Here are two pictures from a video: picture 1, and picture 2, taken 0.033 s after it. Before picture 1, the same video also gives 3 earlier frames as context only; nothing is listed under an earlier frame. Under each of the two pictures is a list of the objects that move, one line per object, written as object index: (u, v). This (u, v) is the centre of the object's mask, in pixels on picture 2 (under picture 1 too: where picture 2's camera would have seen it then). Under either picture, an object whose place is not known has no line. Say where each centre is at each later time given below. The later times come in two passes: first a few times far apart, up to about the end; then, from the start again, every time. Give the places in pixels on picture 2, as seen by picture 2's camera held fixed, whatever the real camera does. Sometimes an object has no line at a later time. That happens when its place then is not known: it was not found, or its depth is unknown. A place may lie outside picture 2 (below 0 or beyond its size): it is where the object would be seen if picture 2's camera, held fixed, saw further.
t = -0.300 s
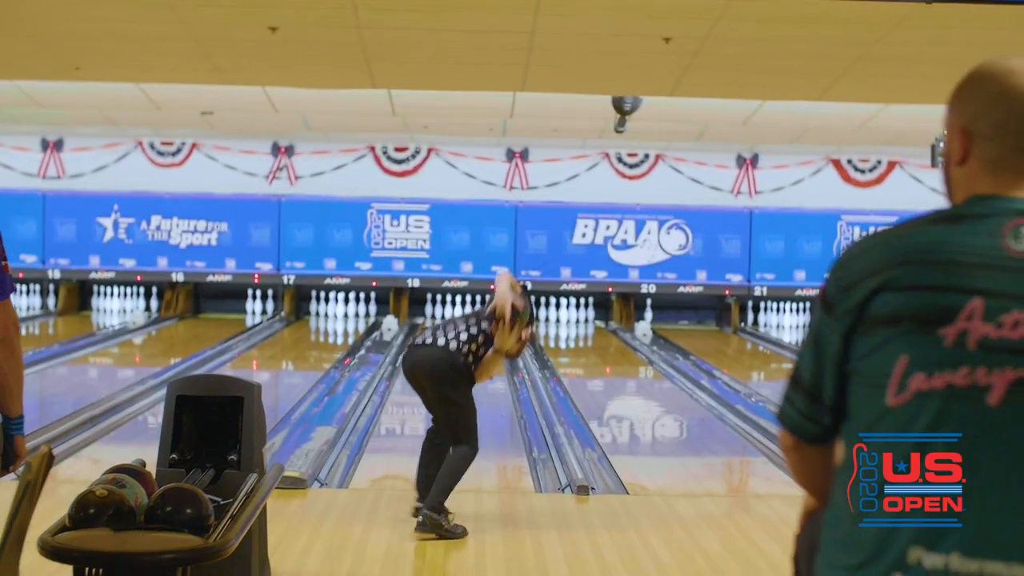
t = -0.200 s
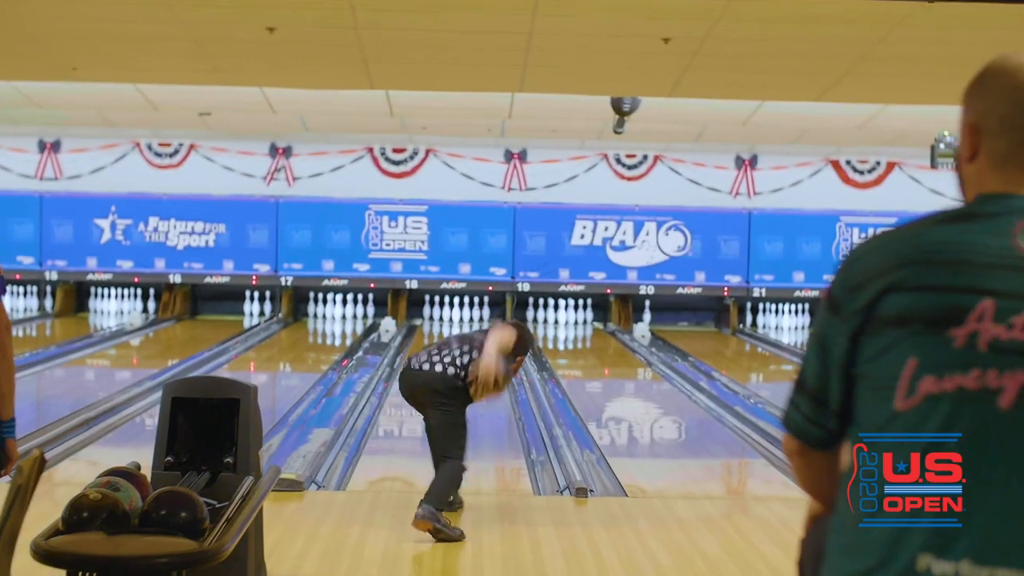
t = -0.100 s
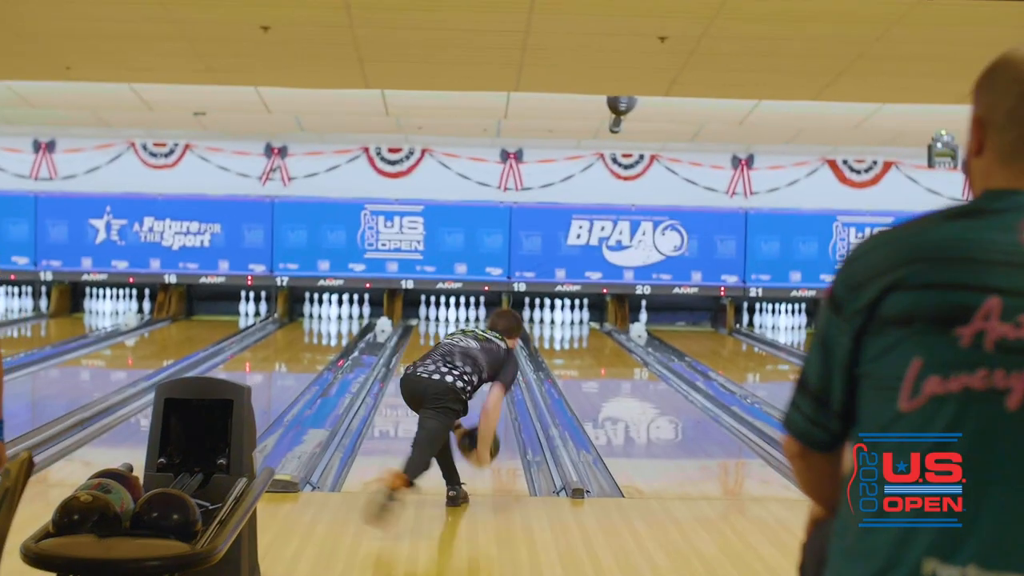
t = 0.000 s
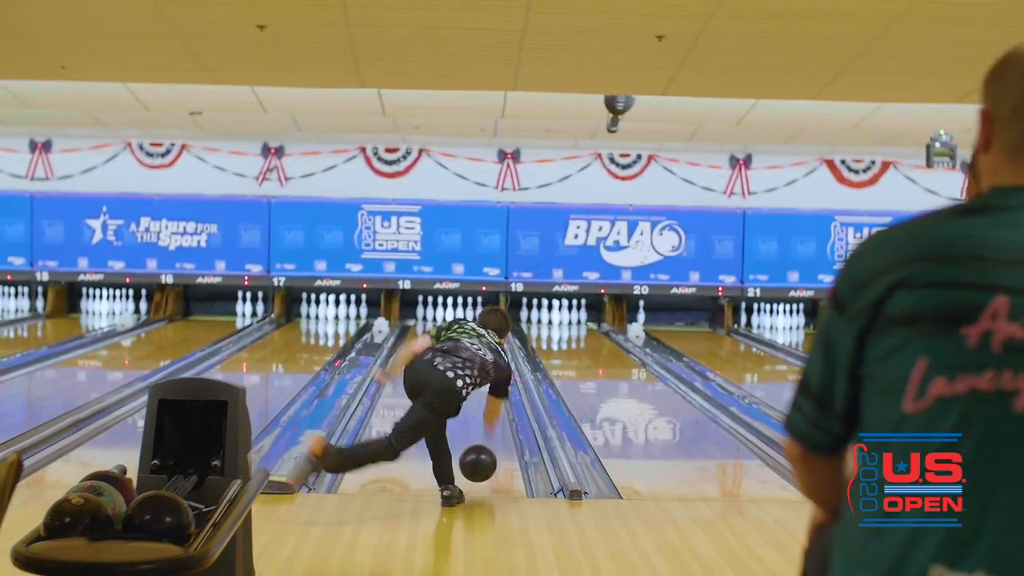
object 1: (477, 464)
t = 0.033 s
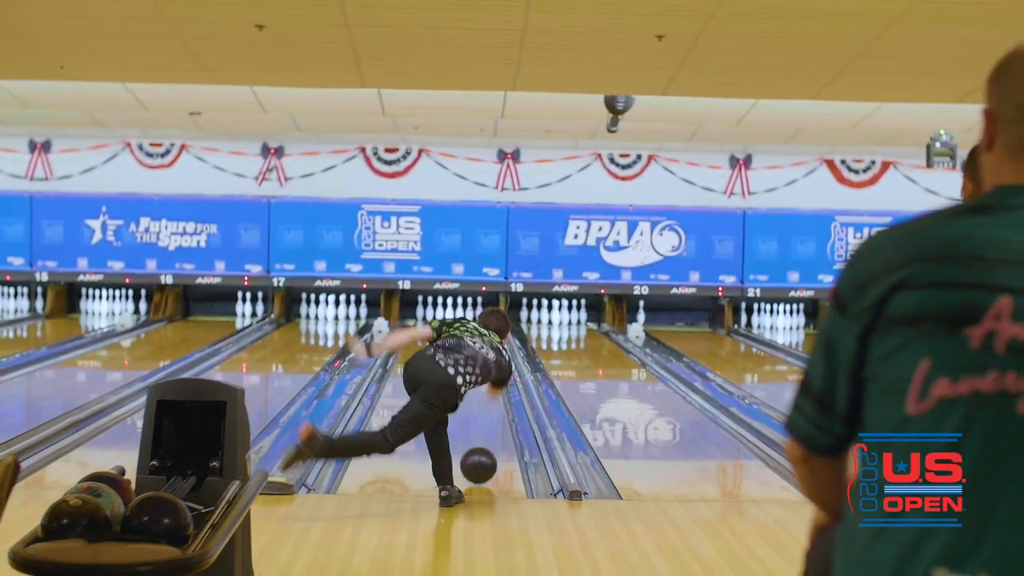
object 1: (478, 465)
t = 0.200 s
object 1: (482, 439)
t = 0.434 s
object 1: (486, 409)
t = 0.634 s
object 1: (488, 390)
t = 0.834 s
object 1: (489, 375)
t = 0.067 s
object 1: (479, 458)
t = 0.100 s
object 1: (480, 453)
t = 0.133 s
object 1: (481, 449)
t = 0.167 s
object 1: (482, 443)
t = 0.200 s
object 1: (482, 439)
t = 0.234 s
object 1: (483, 434)
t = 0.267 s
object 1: (484, 429)
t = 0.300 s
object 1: (484, 425)
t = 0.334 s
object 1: (485, 421)
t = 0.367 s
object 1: (485, 417)
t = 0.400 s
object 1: (486, 413)
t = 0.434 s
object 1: (486, 409)
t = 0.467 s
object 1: (487, 406)
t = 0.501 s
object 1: (487, 402)
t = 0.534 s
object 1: (487, 399)
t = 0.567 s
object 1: (488, 396)
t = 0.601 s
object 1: (488, 393)
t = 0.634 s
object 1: (488, 390)
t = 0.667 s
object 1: (489, 388)
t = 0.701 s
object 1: (489, 385)
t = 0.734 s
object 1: (489, 382)
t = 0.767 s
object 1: (489, 380)
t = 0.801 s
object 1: (489, 377)
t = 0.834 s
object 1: (489, 375)
